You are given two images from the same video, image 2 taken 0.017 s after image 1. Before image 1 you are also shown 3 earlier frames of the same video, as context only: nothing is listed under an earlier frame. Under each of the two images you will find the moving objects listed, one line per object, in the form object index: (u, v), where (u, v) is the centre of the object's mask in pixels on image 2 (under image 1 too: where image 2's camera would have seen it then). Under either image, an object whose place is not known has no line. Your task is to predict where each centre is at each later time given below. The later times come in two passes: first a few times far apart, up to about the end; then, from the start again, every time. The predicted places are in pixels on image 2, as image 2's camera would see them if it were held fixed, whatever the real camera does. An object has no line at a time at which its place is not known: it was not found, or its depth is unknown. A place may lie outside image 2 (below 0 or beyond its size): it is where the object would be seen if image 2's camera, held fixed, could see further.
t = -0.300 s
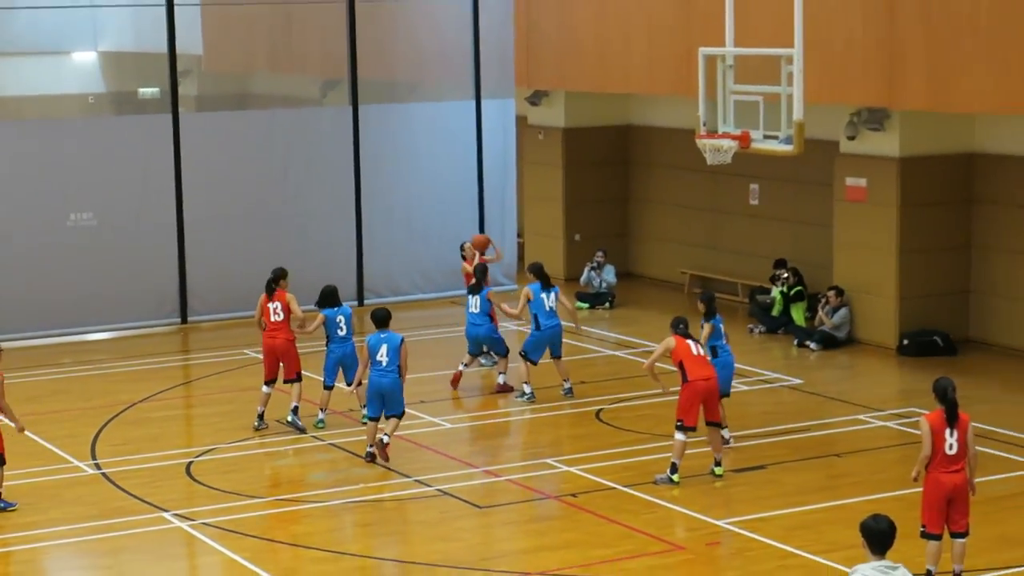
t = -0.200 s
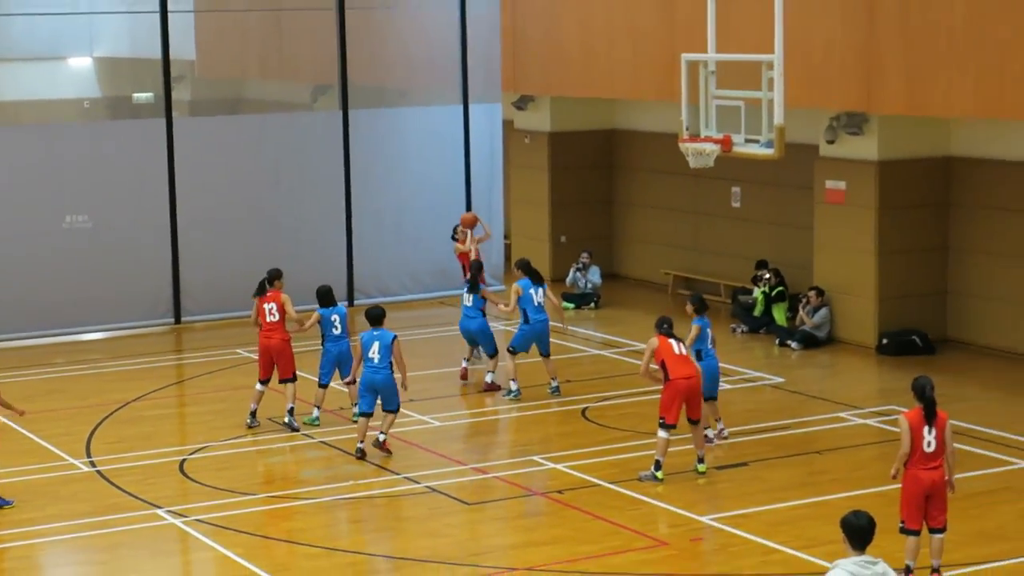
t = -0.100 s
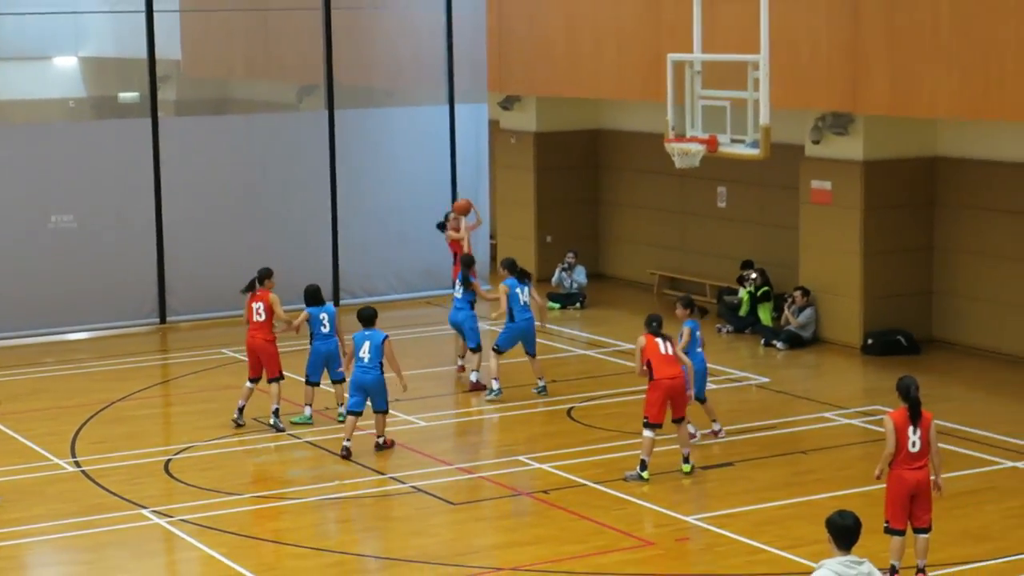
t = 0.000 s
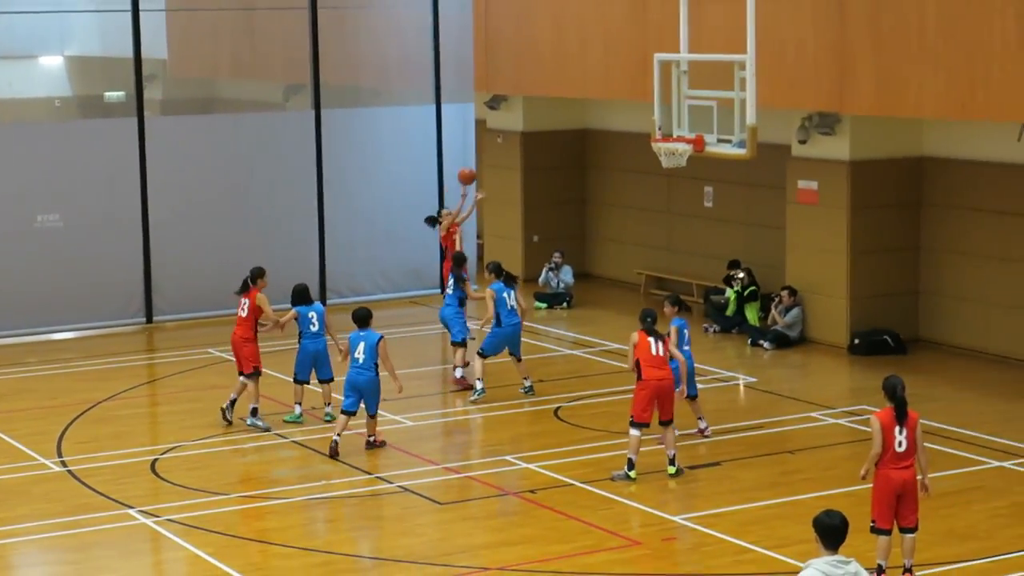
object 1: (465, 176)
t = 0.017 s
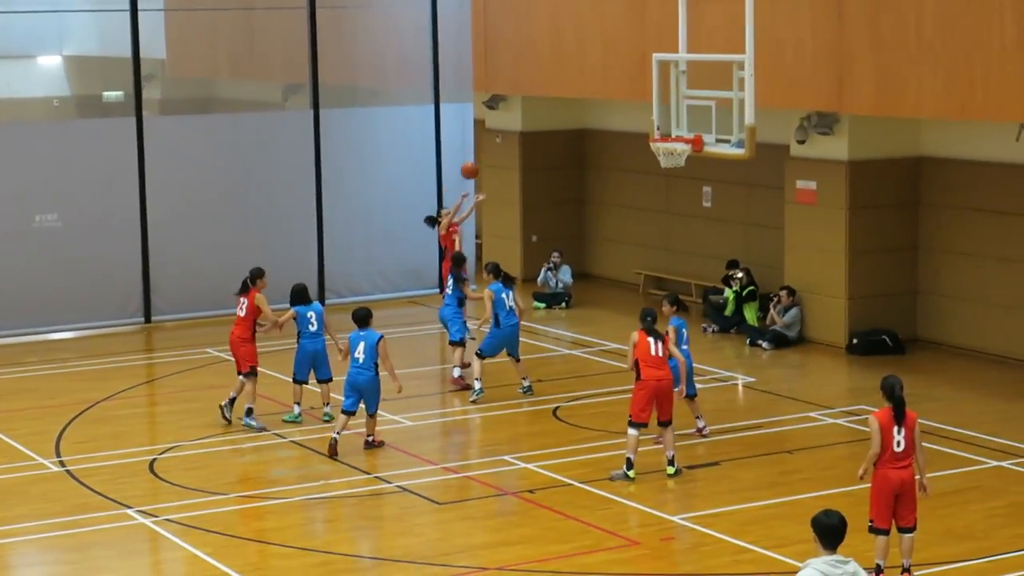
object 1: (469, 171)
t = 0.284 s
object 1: (537, 103)
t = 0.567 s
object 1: (618, 91)
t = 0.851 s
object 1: (696, 122)
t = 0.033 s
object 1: (473, 165)
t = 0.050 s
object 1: (477, 159)
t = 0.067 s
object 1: (481, 154)
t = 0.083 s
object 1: (485, 148)
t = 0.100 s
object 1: (489, 143)
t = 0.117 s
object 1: (493, 138)
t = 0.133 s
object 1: (498, 134)
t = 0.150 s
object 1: (502, 131)
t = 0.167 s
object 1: (506, 126)
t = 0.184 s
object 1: (511, 122)
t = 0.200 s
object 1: (515, 118)
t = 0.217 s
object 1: (520, 115)
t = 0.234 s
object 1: (524, 112)
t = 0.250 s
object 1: (528, 108)
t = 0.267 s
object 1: (533, 105)
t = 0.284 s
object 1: (537, 103)
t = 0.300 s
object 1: (542, 101)
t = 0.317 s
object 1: (546, 98)
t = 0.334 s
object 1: (551, 96)
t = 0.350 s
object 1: (556, 94)
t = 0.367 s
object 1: (560, 92)
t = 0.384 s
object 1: (565, 91)
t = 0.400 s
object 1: (570, 90)
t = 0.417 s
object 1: (574, 89)
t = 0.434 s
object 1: (579, 88)
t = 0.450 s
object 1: (584, 88)
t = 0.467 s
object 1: (589, 88)
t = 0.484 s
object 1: (593, 87)
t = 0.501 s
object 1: (598, 88)
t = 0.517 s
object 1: (603, 88)
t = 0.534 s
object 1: (608, 89)
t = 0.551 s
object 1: (613, 90)
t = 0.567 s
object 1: (618, 91)
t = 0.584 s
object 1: (623, 93)
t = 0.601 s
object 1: (628, 95)
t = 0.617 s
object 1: (633, 97)
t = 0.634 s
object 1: (638, 99)
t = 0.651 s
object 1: (643, 101)
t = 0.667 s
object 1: (649, 104)
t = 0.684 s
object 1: (654, 107)
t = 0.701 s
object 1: (659, 110)
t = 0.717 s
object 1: (664, 114)
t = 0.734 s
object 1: (669, 117)
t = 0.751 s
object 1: (674, 121)
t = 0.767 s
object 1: (679, 126)
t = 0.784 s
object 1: (685, 130)
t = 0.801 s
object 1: (688, 128)
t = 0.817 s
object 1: (690, 126)
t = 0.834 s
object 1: (693, 124)
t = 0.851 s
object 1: (696, 122)
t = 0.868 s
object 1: (698, 121)
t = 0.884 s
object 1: (701, 120)
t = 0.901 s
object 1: (705, 118)
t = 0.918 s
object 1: (708, 117)
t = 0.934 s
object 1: (711, 116)
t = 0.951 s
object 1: (713, 116)
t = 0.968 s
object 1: (716, 116)
